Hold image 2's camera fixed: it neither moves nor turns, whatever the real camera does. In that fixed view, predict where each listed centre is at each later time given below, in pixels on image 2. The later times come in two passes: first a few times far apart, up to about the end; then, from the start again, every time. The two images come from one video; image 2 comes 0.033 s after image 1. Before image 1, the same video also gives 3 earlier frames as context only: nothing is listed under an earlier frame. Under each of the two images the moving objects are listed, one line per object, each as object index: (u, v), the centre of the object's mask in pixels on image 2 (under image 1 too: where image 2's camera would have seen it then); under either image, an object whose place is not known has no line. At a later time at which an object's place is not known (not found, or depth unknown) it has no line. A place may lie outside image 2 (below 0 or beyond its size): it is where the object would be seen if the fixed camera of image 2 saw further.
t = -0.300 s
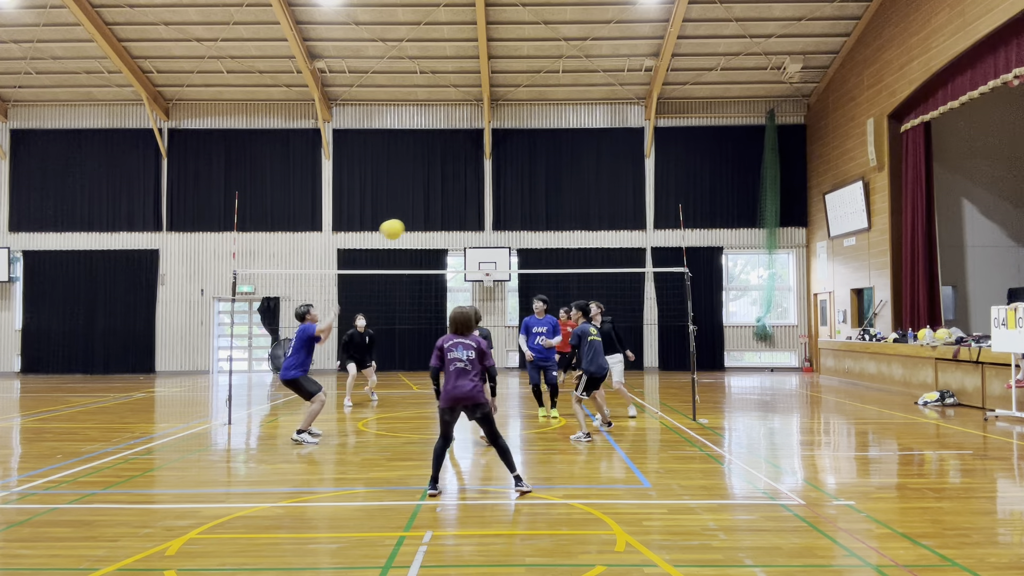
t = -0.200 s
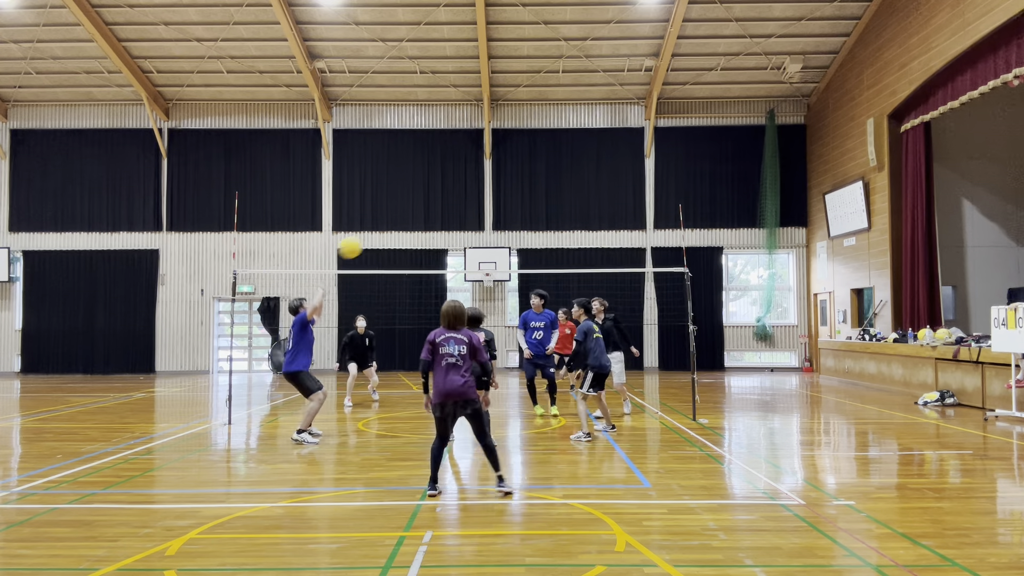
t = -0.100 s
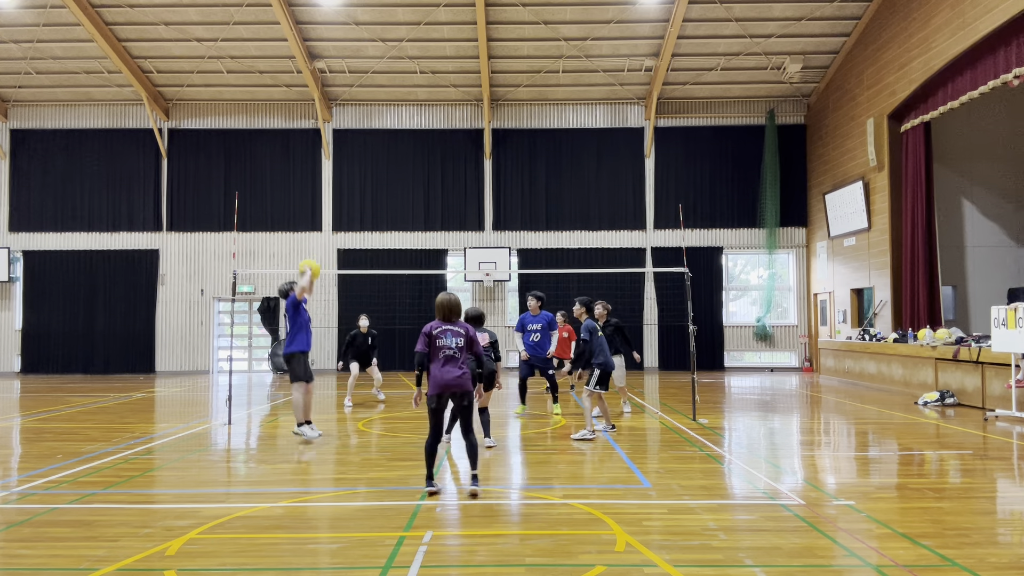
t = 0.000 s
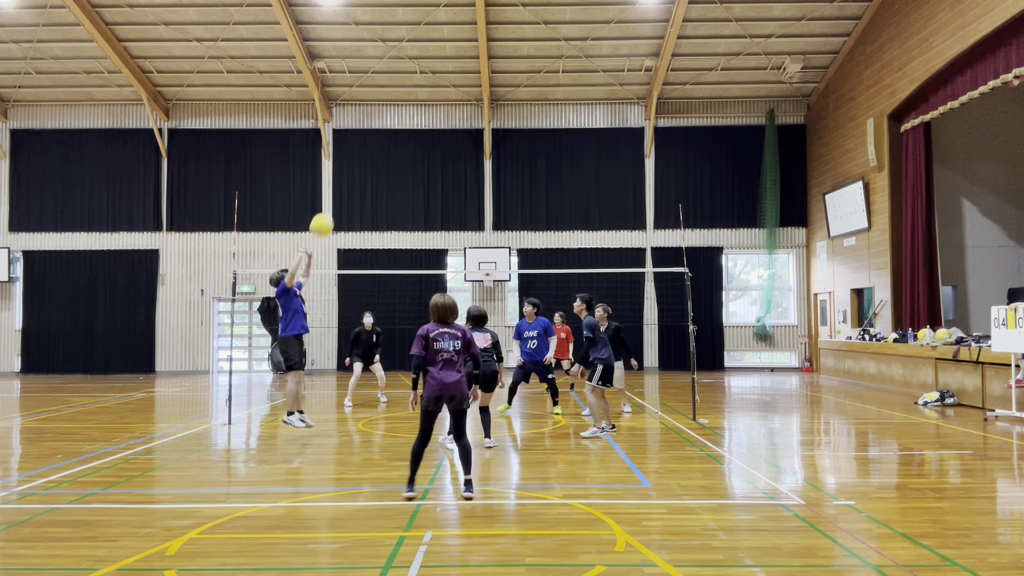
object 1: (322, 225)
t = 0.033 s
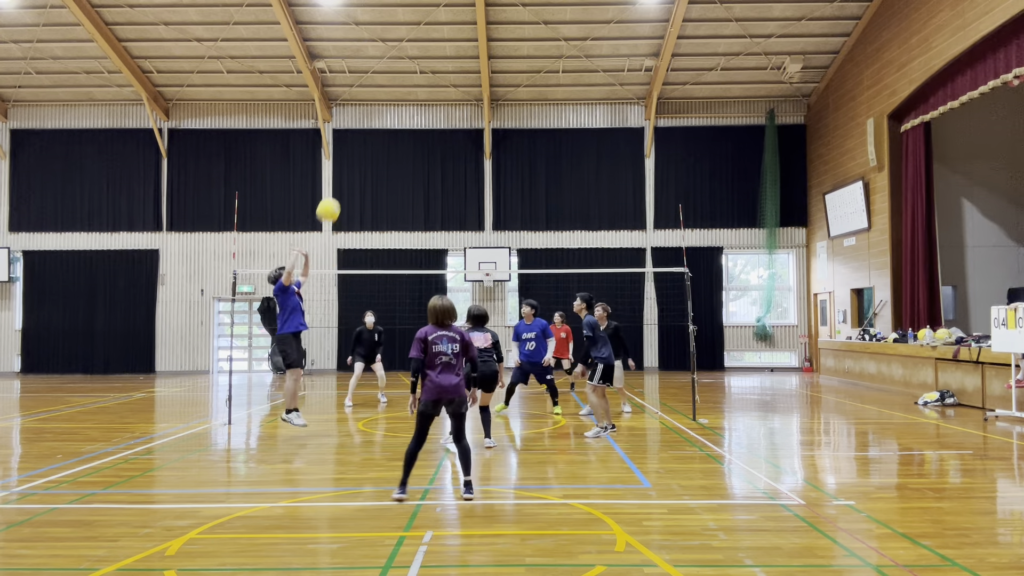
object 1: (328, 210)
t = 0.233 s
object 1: (366, 137)
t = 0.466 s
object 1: (407, 93)
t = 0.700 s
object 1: (445, 94)
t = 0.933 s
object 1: (483, 140)
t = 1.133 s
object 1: (513, 213)
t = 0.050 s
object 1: (332, 203)
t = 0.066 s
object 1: (336, 196)
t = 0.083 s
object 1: (339, 189)
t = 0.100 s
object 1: (342, 182)
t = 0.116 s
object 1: (345, 176)
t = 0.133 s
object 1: (348, 170)
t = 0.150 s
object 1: (351, 164)
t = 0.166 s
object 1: (354, 158)
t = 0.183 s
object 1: (357, 152)
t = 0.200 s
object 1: (360, 147)
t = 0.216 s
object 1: (363, 142)
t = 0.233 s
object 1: (366, 137)
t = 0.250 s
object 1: (369, 133)
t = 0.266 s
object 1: (372, 128)
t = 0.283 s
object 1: (375, 124)
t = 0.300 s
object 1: (378, 120)
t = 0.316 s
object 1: (381, 116)
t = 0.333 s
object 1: (384, 113)
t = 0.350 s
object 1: (386, 110)
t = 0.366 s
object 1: (390, 106)
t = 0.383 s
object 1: (393, 104)
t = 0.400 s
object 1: (396, 101)
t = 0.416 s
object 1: (398, 99)
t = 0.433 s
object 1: (401, 97)
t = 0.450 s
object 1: (404, 95)
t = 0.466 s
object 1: (407, 93)
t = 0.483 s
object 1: (409, 92)
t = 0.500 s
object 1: (412, 91)
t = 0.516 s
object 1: (415, 90)
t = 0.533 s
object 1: (418, 89)
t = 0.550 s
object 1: (421, 89)
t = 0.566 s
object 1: (424, 88)
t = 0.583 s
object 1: (426, 88)
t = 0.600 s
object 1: (429, 89)
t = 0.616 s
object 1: (432, 89)
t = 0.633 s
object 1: (434, 90)
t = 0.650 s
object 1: (437, 90)
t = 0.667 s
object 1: (440, 91)
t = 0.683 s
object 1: (443, 93)
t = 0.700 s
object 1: (445, 94)
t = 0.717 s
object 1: (448, 96)
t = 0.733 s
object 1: (451, 98)
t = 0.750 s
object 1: (453, 100)
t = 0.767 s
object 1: (456, 103)
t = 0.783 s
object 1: (459, 106)
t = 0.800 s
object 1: (462, 108)
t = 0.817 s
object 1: (464, 112)
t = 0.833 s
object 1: (467, 115)
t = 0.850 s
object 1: (470, 119)
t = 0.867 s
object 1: (472, 123)
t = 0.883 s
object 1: (475, 127)
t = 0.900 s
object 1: (478, 131)
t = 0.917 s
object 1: (480, 135)
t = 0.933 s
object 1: (483, 140)
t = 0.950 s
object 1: (485, 145)
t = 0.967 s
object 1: (488, 150)
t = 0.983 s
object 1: (491, 155)
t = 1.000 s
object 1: (493, 161)
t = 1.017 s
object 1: (496, 167)
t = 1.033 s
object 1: (499, 173)
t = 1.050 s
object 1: (501, 179)
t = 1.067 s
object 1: (503, 186)
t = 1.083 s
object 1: (506, 192)
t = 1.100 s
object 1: (508, 199)
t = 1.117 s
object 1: (510, 206)
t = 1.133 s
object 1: (513, 213)
